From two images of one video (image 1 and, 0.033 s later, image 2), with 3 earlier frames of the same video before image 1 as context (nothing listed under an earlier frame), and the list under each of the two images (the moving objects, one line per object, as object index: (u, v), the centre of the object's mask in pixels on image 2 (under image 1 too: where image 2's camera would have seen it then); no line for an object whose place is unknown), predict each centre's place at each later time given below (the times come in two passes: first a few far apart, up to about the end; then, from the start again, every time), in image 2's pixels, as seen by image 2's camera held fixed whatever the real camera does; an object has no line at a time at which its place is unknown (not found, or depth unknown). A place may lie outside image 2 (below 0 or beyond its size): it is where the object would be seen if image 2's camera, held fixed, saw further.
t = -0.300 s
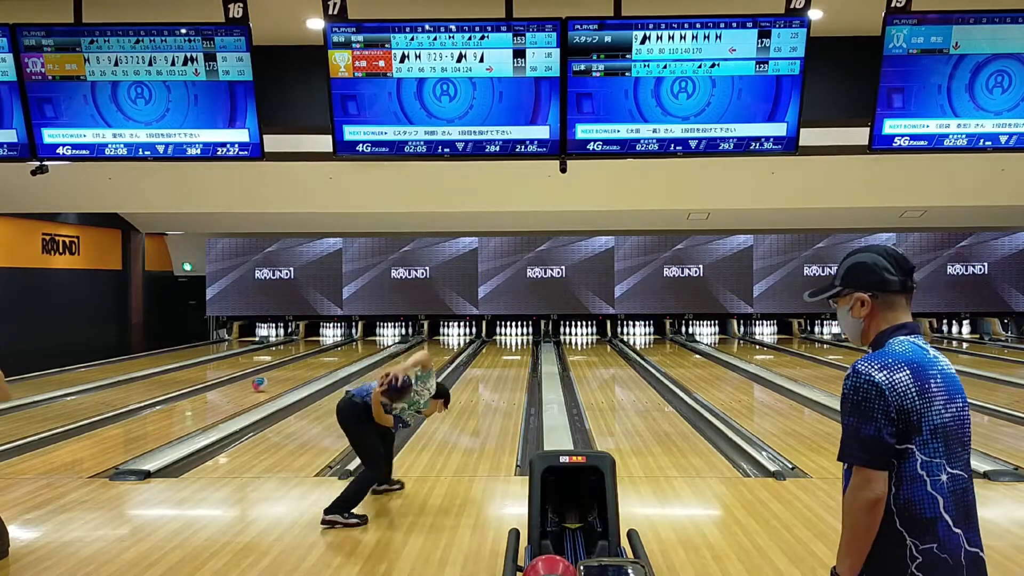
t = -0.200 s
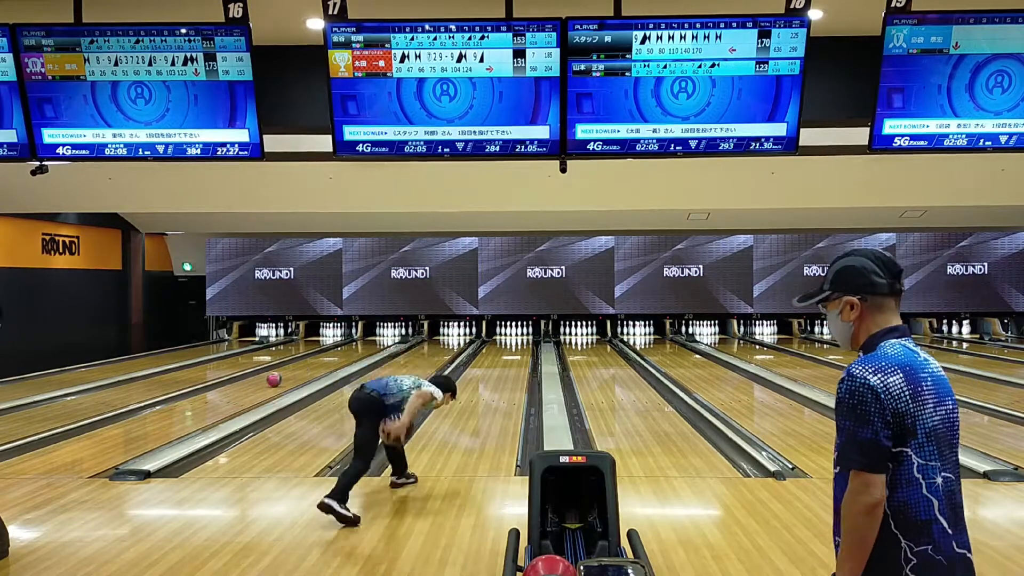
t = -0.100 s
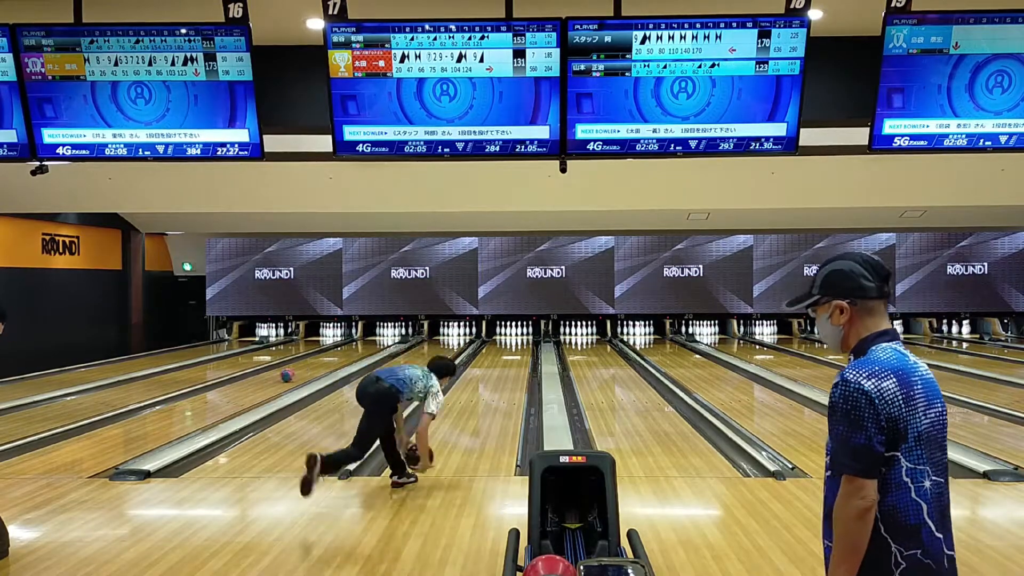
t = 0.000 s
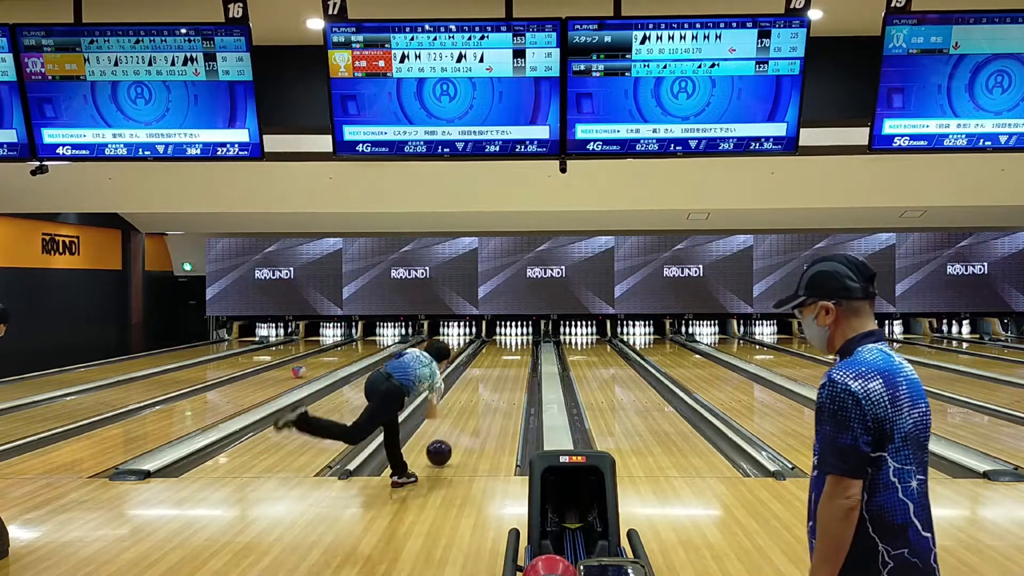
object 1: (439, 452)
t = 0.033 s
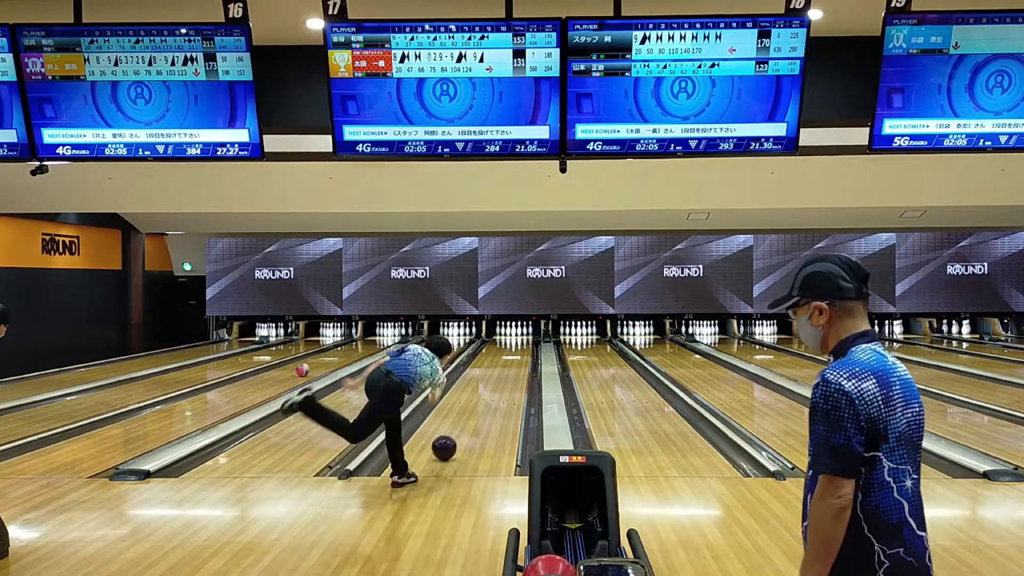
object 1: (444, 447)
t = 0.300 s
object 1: (476, 413)
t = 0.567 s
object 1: (497, 392)
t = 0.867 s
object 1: (511, 373)
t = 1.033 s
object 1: (517, 365)
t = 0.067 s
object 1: (449, 442)
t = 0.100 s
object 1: (453, 437)
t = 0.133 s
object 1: (458, 433)
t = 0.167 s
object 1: (462, 428)
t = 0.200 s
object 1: (466, 424)
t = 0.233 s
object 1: (469, 420)
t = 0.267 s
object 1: (473, 416)
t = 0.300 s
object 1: (476, 413)
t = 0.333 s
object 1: (479, 410)
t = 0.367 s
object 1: (482, 406)
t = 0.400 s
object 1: (484, 404)
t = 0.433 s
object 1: (487, 401)
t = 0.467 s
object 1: (489, 398)
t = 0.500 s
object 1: (492, 395)
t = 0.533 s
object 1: (494, 393)
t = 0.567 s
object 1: (497, 392)
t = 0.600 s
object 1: (498, 388)
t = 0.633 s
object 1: (500, 386)
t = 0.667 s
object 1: (502, 384)
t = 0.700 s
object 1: (503, 382)
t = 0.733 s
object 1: (505, 380)
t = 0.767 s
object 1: (507, 378)
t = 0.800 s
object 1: (508, 376)
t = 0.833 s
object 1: (509, 374)
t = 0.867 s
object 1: (511, 373)
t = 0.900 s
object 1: (512, 371)
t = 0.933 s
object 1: (513, 370)
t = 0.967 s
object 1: (515, 368)
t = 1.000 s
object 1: (516, 367)
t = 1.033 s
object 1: (517, 365)
